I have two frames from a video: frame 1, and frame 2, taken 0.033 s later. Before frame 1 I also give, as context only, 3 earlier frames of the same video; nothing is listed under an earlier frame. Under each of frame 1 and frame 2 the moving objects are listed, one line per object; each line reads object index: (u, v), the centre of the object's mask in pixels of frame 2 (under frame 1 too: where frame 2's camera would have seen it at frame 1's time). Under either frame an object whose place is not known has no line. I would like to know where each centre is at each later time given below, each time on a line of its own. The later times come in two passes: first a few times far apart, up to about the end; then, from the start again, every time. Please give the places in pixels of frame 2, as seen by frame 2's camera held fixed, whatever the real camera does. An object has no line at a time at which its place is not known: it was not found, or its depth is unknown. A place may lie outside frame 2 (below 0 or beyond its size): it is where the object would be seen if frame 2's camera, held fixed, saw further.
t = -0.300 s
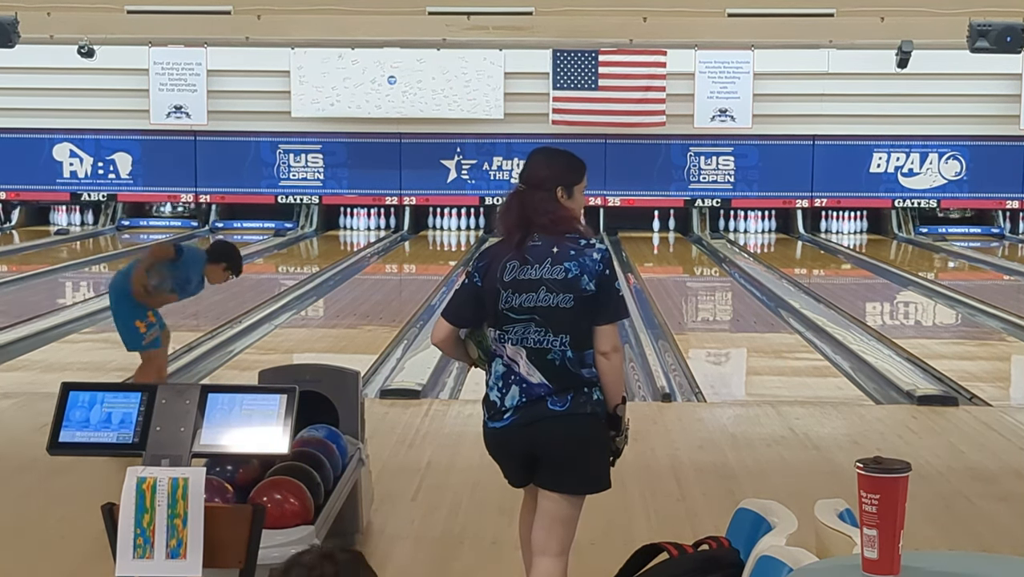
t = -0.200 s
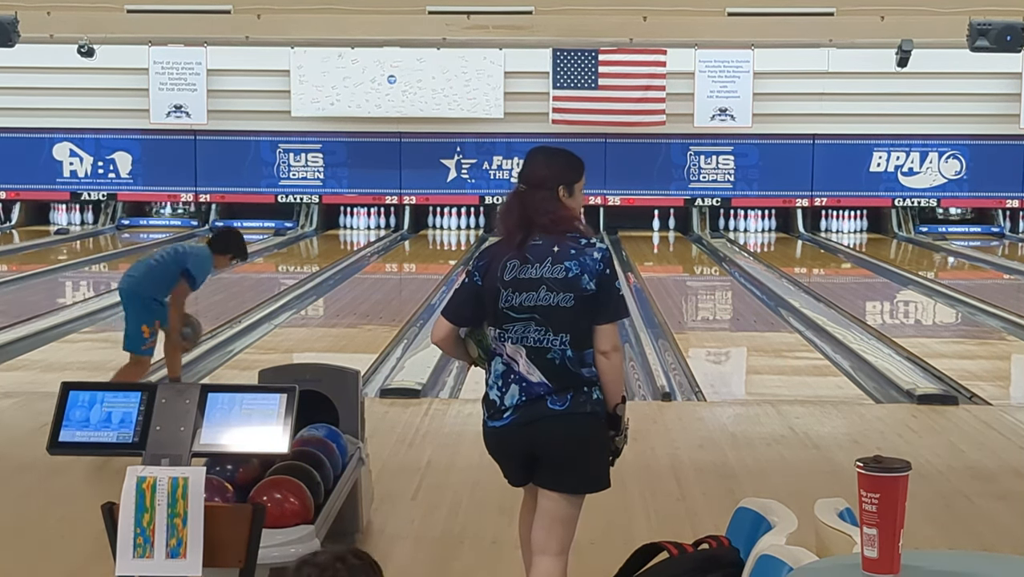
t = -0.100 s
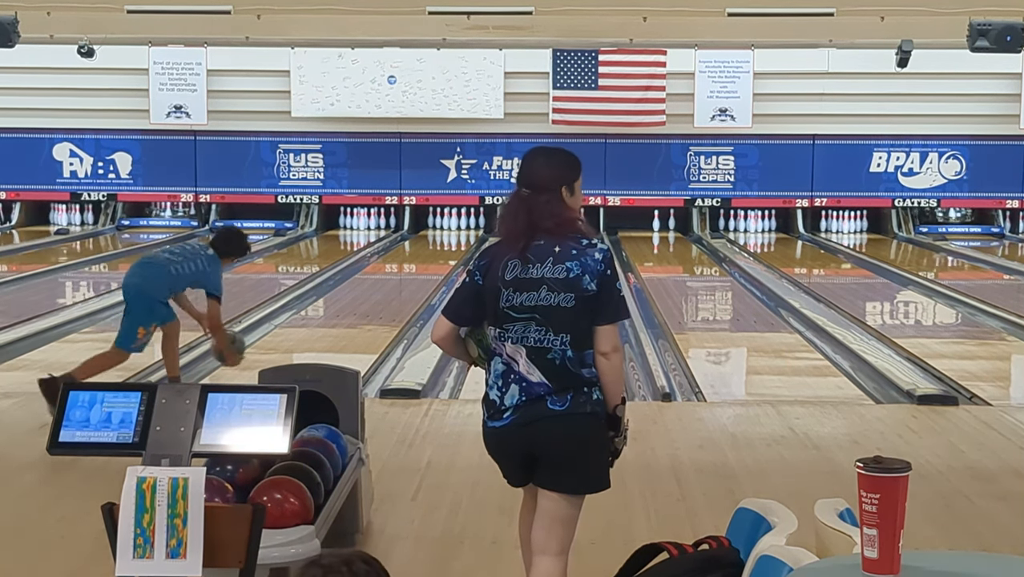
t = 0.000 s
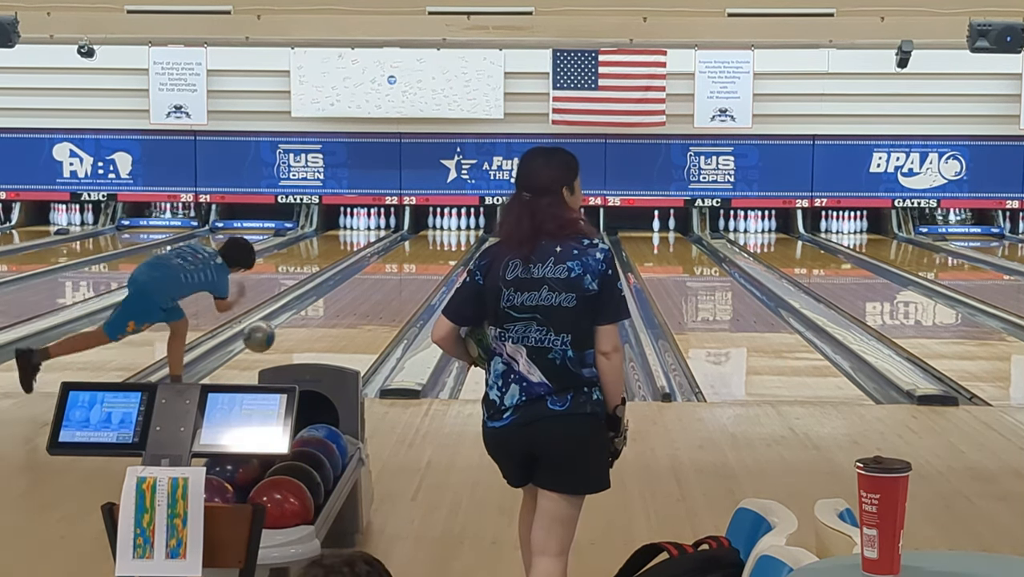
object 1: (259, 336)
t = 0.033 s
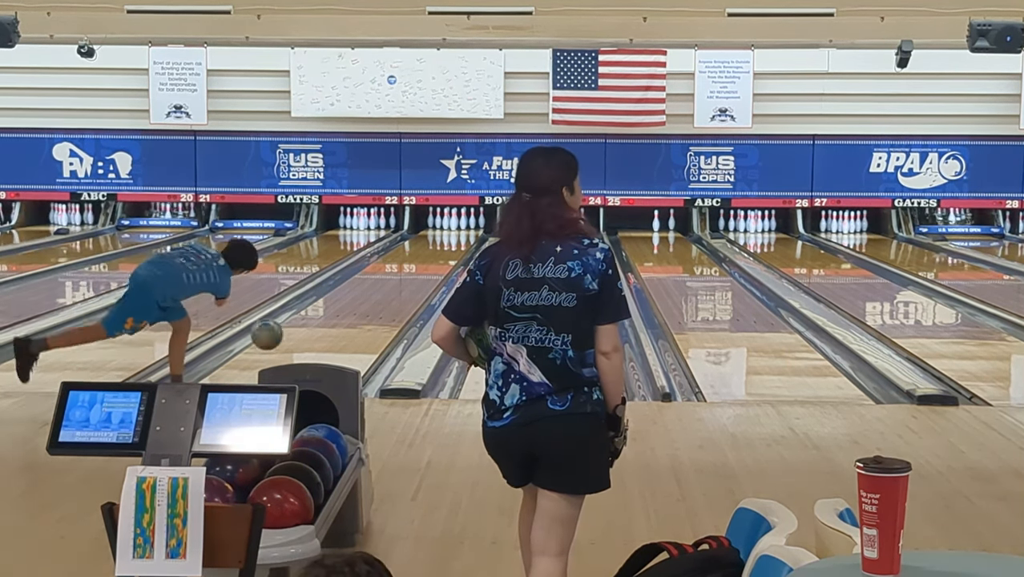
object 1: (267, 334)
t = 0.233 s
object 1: (310, 336)
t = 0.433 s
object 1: (346, 320)
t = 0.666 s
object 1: (378, 301)
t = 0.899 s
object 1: (404, 287)
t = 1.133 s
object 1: (425, 274)
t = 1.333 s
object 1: (439, 264)
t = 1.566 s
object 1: (450, 256)
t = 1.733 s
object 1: (456, 250)
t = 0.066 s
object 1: (275, 334)
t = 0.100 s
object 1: (283, 335)
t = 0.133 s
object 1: (290, 339)
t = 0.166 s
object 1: (297, 342)
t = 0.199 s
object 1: (304, 344)
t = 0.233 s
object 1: (310, 336)
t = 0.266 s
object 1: (317, 330)
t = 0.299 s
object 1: (323, 325)
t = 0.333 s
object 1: (329, 322)
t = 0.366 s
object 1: (334, 319)
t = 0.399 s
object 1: (340, 318)
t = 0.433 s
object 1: (346, 320)
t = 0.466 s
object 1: (351, 318)
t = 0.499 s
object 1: (355, 313)
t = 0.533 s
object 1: (360, 311)
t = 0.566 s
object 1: (365, 309)
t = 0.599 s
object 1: (370, 307)
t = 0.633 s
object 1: (374, 304)
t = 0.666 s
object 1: (378, 301)
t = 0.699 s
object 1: (383, 299)
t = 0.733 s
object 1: (386, 297)
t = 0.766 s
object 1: (389, 295)
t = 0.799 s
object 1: (394, 293)
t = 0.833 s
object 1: (397, 291)
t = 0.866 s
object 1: (401, 290)
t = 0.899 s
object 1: (404, 287)
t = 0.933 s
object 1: (407, 284)
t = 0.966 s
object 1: (410, 283)
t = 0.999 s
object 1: (414, 282)
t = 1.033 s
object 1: (417, 279)
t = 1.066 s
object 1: (420, 277)
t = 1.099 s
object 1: (423, 276)
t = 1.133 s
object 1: (425, 274)
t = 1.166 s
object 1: (427, 273)
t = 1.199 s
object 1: (430, 271)
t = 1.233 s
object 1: (432, 269)
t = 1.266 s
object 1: (434, 268)
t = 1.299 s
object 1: (436, 267)
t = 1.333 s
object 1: (439, 264)
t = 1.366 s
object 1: (440, 263)
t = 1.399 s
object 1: (442, 262)
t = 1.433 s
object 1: (444, 261)
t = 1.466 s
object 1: (446, 259)
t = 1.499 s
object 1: (448, 258)
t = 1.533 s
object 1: (449, 257)
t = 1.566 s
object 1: (450, 256)
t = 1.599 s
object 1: (452, 254)
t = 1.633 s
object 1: (454, 253)
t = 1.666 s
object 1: (454, 252)
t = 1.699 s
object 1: (455, 252)
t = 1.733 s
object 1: (456, 250)
